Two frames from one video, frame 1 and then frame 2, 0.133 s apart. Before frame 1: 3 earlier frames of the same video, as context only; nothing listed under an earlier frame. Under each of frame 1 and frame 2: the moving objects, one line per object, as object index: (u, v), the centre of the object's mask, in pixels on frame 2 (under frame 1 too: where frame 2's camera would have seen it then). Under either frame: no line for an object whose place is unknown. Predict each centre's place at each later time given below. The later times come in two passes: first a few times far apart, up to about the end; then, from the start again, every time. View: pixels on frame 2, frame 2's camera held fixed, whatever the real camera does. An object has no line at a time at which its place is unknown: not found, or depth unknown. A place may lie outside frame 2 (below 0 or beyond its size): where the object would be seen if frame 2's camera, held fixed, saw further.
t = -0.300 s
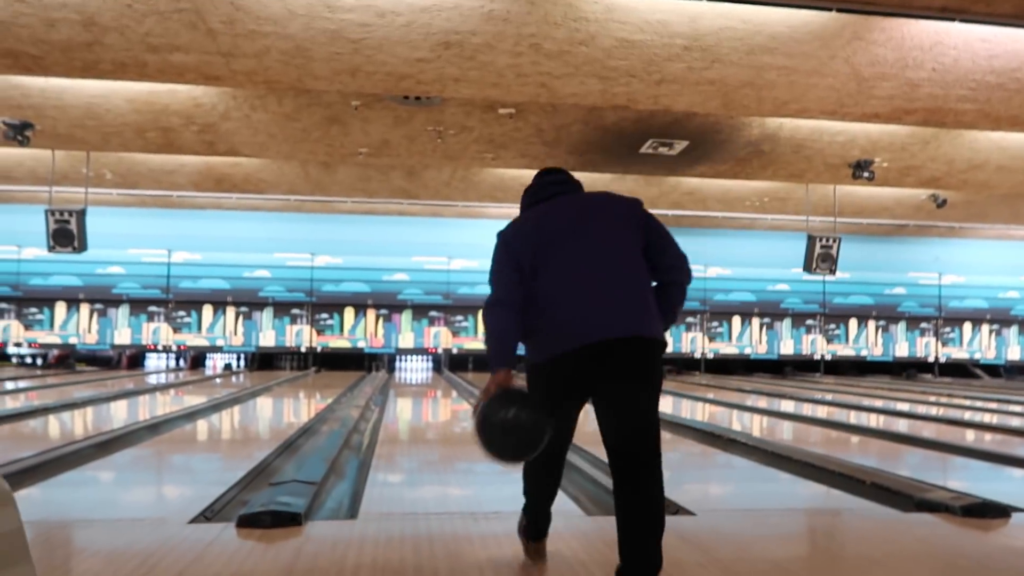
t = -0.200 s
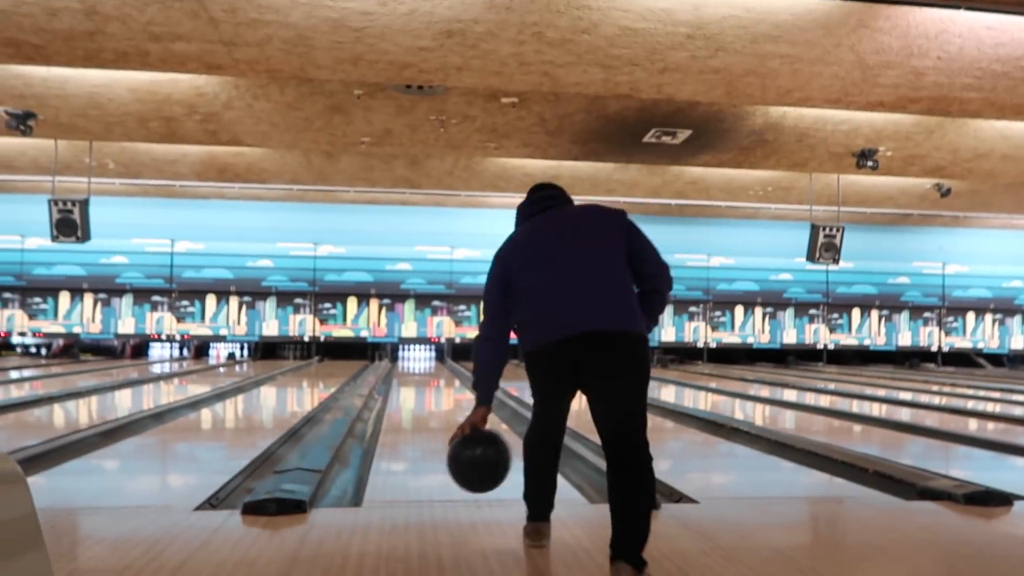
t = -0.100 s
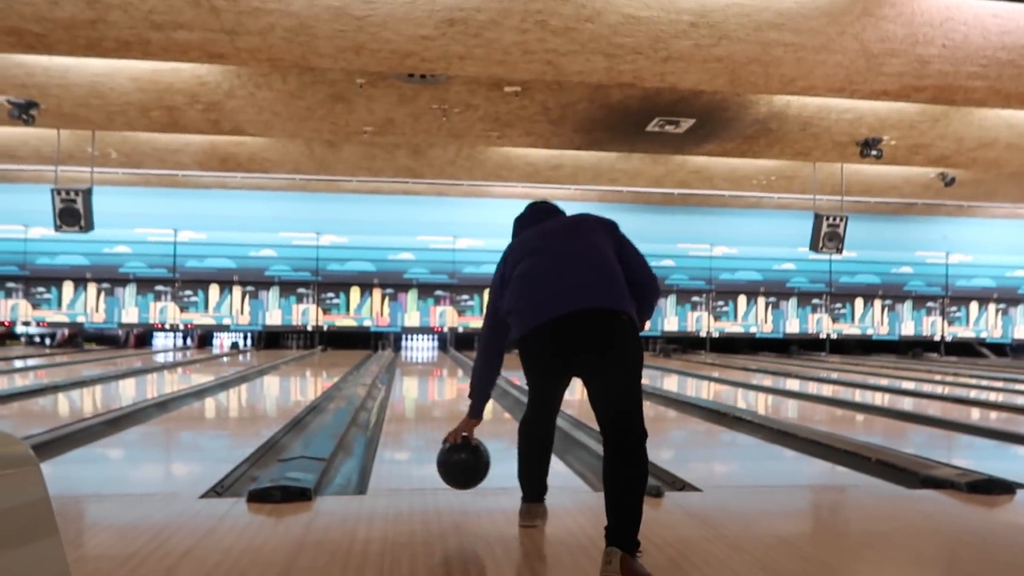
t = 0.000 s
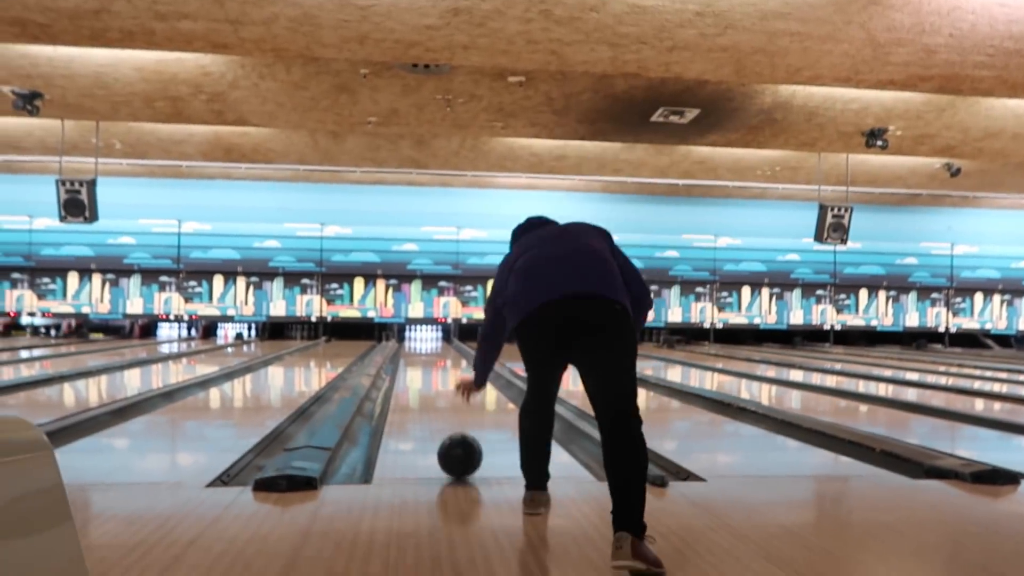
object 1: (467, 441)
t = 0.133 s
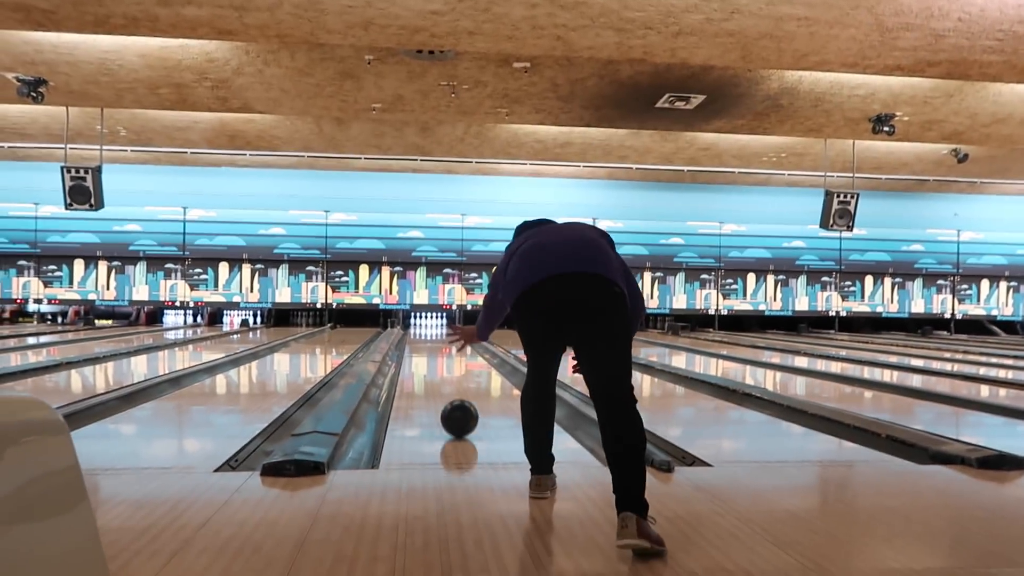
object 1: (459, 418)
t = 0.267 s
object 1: (455, 402)
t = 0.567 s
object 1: (448, 378)
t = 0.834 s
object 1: (444, 363)
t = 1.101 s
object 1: (442, 353)
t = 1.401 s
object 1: (441, 346)
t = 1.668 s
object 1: (441, 340)
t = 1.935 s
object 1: (440, 336)
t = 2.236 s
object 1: (442, 332)
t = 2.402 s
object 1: (443, 330)
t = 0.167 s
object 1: (458, 414)
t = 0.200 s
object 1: (457, 409)
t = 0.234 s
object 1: (456, 406)
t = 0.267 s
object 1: (455, 402)
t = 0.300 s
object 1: (454, 399)
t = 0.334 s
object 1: (453, 396)
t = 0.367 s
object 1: (452, 393)
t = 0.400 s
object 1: (451, 390)
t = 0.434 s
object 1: (450, 388)
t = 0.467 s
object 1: (449, 385)
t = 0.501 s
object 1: (449, 383)
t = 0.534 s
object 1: (449, 381)
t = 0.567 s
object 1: (448, 378)
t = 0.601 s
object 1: (447, 376)
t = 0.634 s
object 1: (447, 374)
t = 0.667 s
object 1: (447, 372)
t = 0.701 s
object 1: (446, 370)
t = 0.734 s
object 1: (445, 368)
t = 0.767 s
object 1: (445, 366)
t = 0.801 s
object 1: (445, 365)
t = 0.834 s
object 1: (444, 363)
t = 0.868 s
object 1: (444, 362)
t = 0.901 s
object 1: (443, 361)
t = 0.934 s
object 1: (443, 359)
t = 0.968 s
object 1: (443, 358)
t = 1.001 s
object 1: (442, 357)
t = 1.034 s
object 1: (442, 356)
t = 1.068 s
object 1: (442, 355)
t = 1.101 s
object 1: (442, 353)
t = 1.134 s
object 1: (442, 352)
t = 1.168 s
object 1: (441, 351)
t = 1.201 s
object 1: (441, 350)
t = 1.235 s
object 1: (441, 349)
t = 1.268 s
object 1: (441, 348)
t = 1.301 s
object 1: (441, 347)
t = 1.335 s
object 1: (440, 347)
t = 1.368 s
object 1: (440, 346)
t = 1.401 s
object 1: (441, 346)
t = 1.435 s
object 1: (440, 345)
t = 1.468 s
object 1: (441, 344)
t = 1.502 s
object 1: (441, 343)
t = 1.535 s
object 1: (441, 342)
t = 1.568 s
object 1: (441, 342)
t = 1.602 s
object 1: (441, 342)
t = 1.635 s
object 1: (441, 341)
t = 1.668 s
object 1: (441, 340)
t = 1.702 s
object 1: (441, 340)
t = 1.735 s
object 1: (441, 339)
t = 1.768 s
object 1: (441, 339)
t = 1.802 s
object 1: (441, 338)
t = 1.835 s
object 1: (441, 338)
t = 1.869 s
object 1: (441, 337)
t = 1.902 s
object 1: (440, 336)
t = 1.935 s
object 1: (440, 336)
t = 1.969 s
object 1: (440, 336)
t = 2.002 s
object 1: (441, 335)
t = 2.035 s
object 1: (441, 335)
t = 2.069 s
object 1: (441, 335)
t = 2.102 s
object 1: (441, 333)
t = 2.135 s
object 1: (442, 334)
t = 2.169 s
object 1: (442, 334)
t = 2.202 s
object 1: (442, 333)
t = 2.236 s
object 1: (442, 332)
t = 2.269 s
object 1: (443, 332)
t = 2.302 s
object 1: (443, 332)
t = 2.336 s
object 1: (443, 332)
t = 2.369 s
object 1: (443, 331)
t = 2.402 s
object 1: (443, 330)
